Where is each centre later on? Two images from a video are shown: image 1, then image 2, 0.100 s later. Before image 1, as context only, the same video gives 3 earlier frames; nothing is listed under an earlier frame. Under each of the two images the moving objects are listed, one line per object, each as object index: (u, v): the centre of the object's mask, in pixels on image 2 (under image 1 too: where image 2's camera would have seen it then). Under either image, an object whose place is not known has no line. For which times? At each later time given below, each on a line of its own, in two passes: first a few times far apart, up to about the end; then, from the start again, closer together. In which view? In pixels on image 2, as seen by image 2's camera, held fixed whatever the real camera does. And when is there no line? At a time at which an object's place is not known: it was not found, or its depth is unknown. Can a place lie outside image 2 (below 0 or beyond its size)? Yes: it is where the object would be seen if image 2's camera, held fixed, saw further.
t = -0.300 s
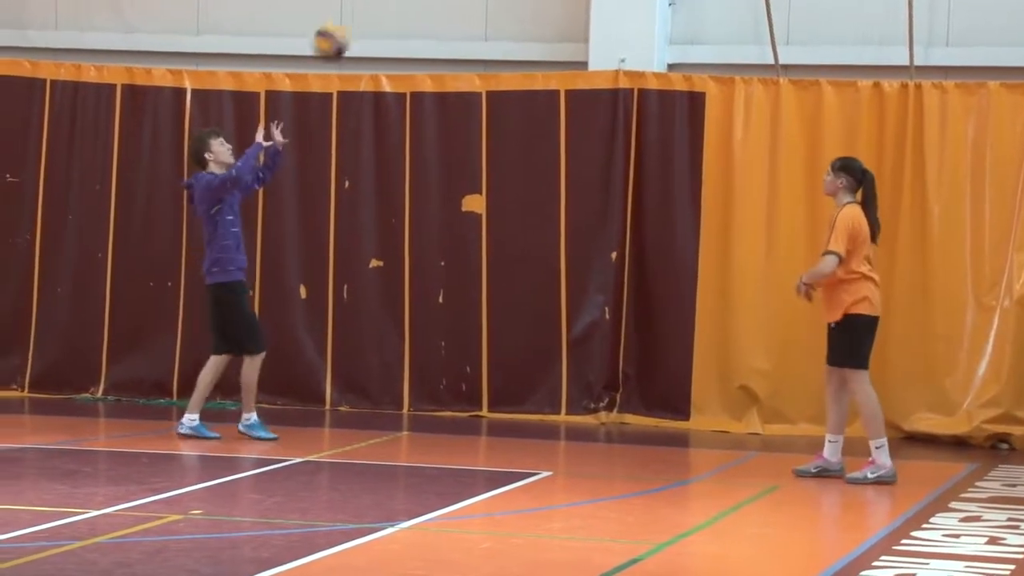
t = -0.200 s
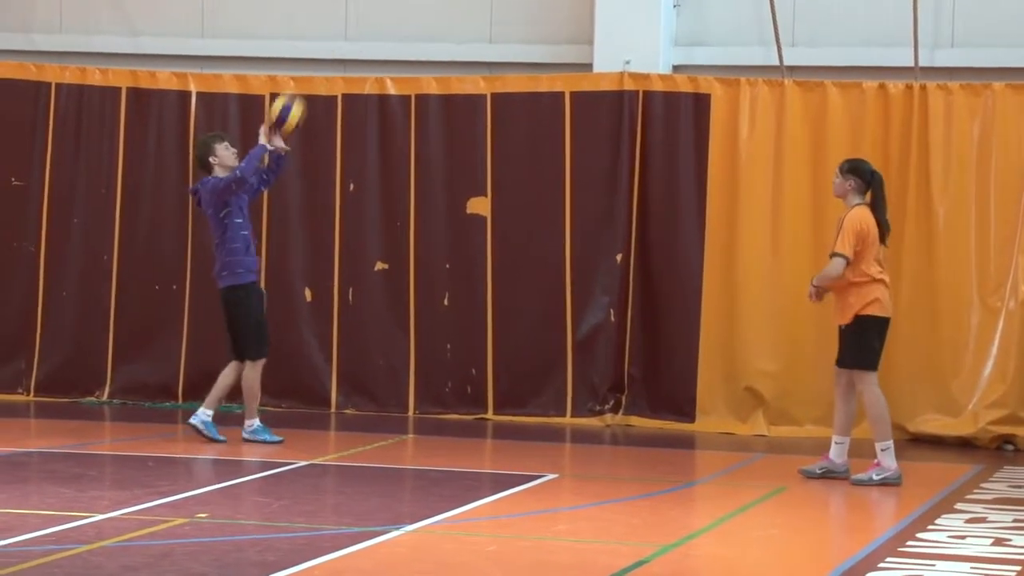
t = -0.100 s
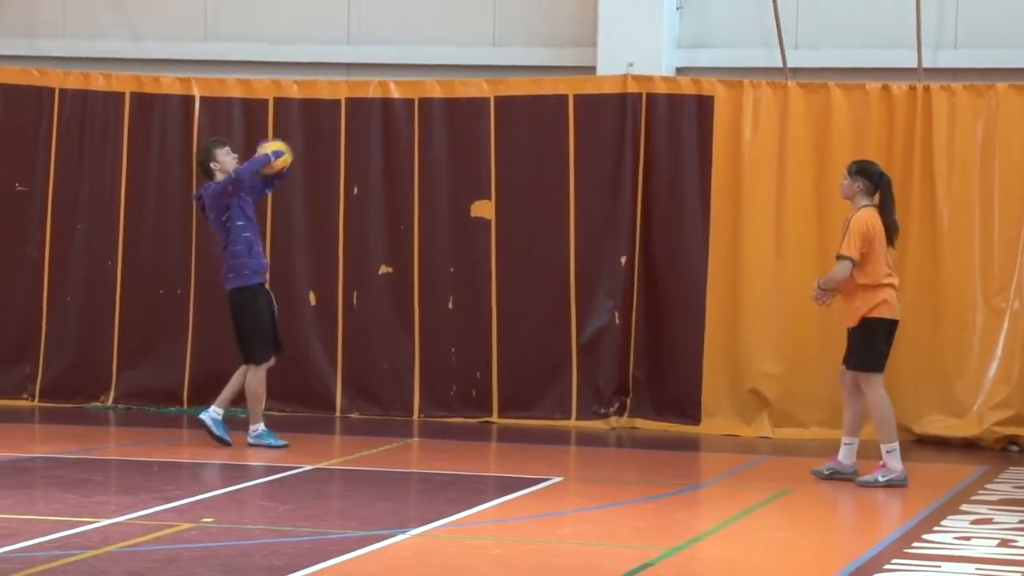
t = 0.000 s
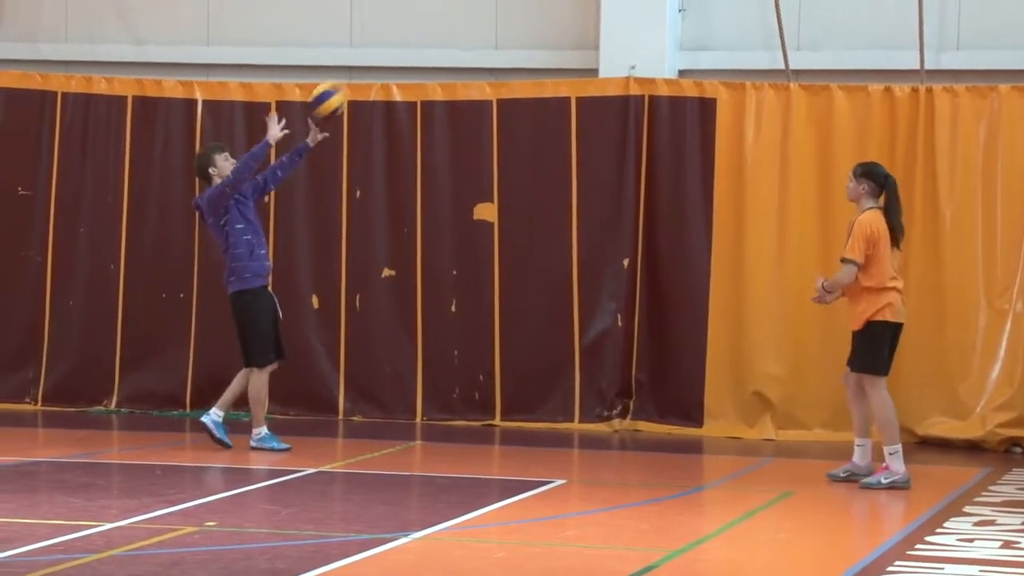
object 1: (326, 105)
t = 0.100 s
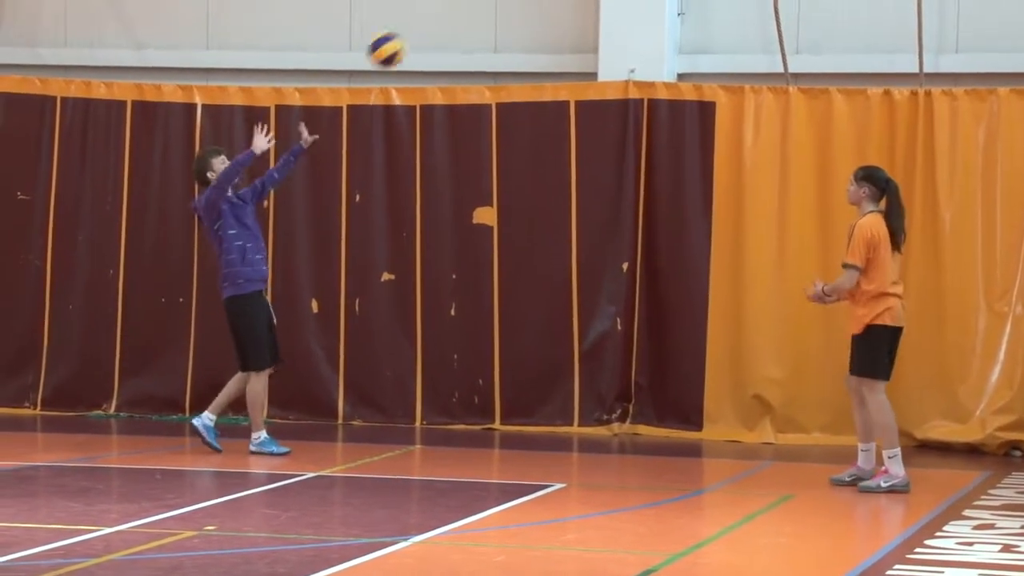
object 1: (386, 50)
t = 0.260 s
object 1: (481, 3)
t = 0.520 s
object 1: (633, 7)
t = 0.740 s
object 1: (762, 103)
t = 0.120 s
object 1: (399, 41)
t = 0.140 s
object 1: (410, 33)
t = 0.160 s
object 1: (422, 25)
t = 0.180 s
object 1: (434, 18)
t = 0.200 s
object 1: (446, 12)
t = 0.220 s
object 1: (457, 9)
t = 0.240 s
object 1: (469, 6)
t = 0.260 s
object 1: (481, 3)
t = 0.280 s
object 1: (493, 2)
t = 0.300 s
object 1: (505, 0)
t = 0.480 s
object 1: (610, 1)
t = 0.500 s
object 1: (621, 3)
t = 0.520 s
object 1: (633, 7)
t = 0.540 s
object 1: (645, 11)
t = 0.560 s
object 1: (657, 17)
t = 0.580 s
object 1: (669, 23)
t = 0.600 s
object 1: (680, 31)
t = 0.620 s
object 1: (691, 39)
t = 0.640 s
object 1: (703, 48)
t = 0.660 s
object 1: (714, 57)
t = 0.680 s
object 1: (727, 69)
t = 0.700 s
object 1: (738, 79)
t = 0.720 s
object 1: (750, 91)
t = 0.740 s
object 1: (762, 103)
